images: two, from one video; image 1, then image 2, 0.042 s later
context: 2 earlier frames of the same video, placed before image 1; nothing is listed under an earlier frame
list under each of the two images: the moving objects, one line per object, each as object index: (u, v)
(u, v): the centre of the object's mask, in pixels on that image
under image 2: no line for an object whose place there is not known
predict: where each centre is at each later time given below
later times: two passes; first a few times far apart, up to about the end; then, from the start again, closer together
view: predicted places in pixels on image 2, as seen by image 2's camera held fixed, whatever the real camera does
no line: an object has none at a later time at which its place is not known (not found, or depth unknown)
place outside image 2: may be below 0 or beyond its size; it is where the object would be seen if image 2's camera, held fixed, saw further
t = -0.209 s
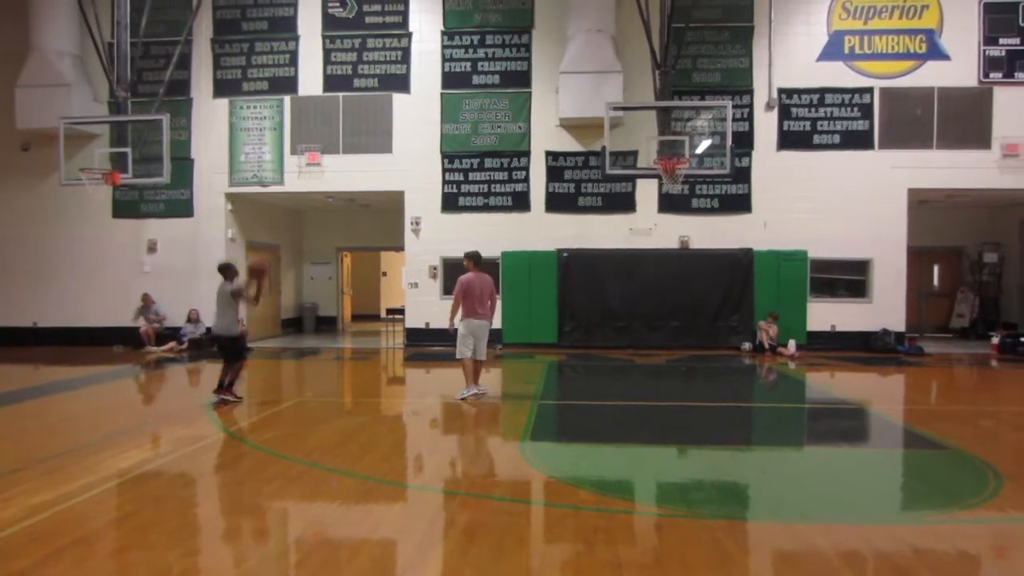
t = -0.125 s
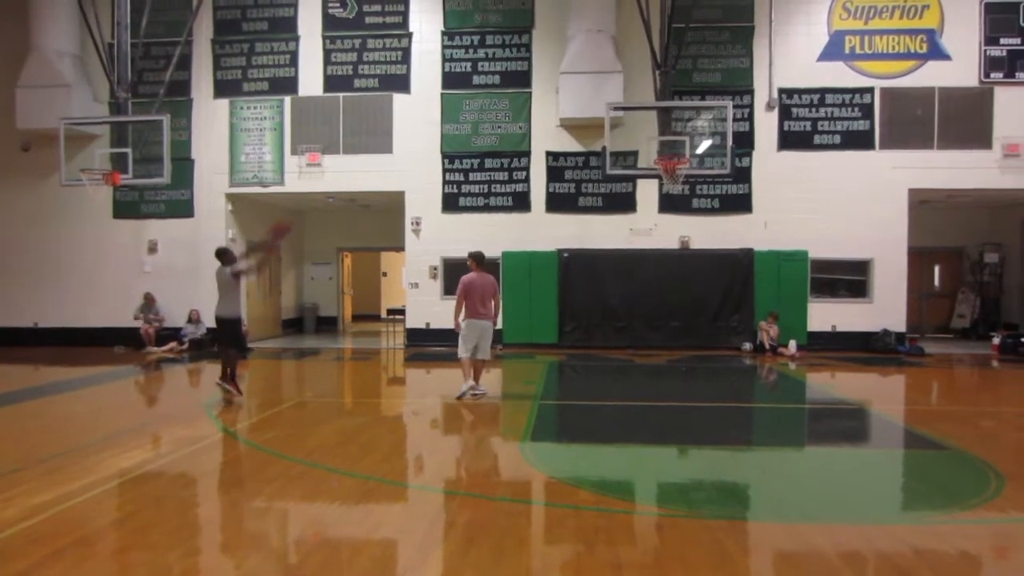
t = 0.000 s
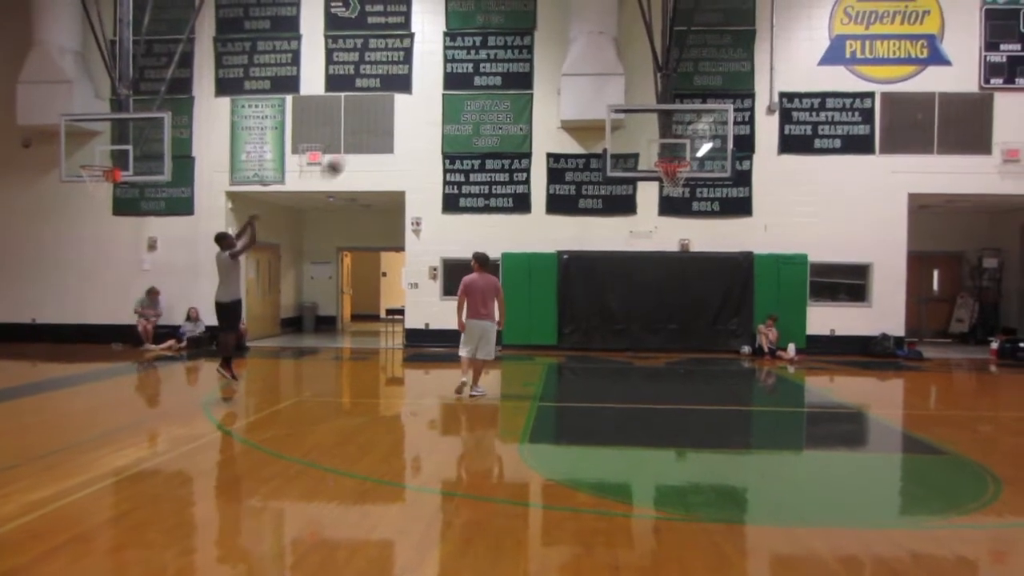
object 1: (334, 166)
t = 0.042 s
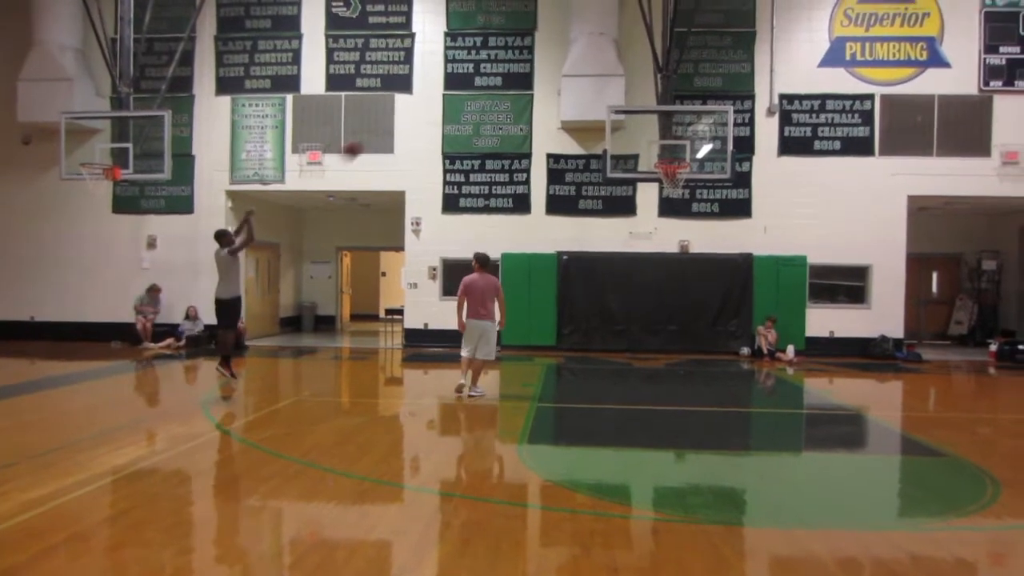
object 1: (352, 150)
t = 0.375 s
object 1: (482, 72)
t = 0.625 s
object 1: (567, 74)
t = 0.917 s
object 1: (652, 129)
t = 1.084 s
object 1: (691, 170)
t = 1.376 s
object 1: (737, 238)
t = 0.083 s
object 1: (369, 136)
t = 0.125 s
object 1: (385, 123)
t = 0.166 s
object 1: (403, 109)
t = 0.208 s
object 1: (420, 99)
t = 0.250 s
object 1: (436, 90)
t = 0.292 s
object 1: (451, 82)
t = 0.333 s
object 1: (466, 77)
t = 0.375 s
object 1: (482, 72)
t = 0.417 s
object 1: (497, 70)
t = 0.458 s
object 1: (511, 67)
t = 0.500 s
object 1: (526, 67)
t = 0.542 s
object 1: (541, 69)
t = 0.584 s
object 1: (553, 71)
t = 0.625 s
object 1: (567, 74)
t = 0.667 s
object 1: (580, 79)
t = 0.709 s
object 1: (593, 85)
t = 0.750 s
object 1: (605, 91)
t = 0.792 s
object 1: (618, 99)
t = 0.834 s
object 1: (630, 108)
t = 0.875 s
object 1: (641, 120)
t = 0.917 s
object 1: (652, 129)
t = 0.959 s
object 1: (665, 144)
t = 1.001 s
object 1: (675, 155)
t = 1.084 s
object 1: (691, 170)
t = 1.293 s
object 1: (727, 209)
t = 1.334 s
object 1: (731, 224)
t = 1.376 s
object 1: (737, 238)
